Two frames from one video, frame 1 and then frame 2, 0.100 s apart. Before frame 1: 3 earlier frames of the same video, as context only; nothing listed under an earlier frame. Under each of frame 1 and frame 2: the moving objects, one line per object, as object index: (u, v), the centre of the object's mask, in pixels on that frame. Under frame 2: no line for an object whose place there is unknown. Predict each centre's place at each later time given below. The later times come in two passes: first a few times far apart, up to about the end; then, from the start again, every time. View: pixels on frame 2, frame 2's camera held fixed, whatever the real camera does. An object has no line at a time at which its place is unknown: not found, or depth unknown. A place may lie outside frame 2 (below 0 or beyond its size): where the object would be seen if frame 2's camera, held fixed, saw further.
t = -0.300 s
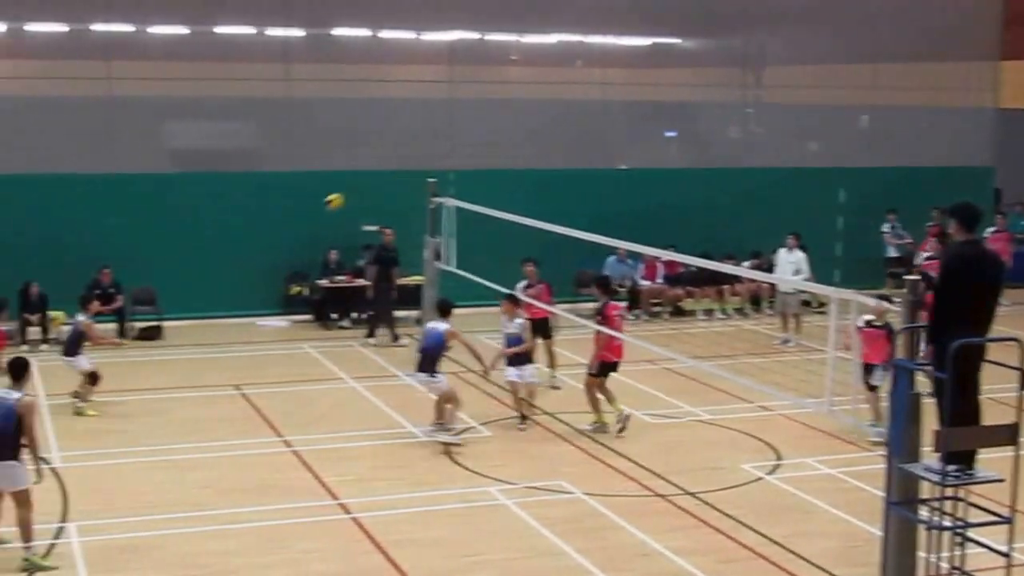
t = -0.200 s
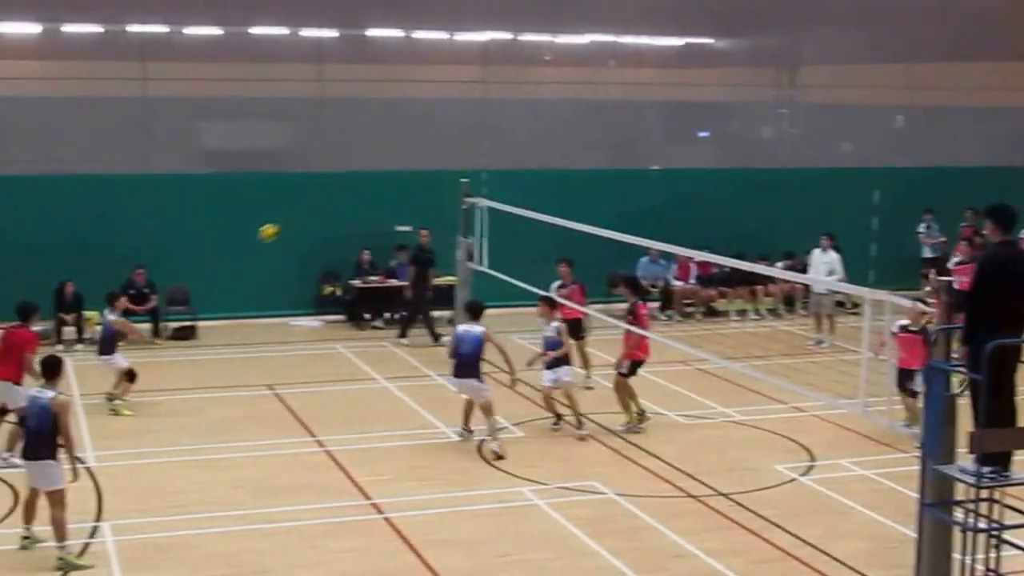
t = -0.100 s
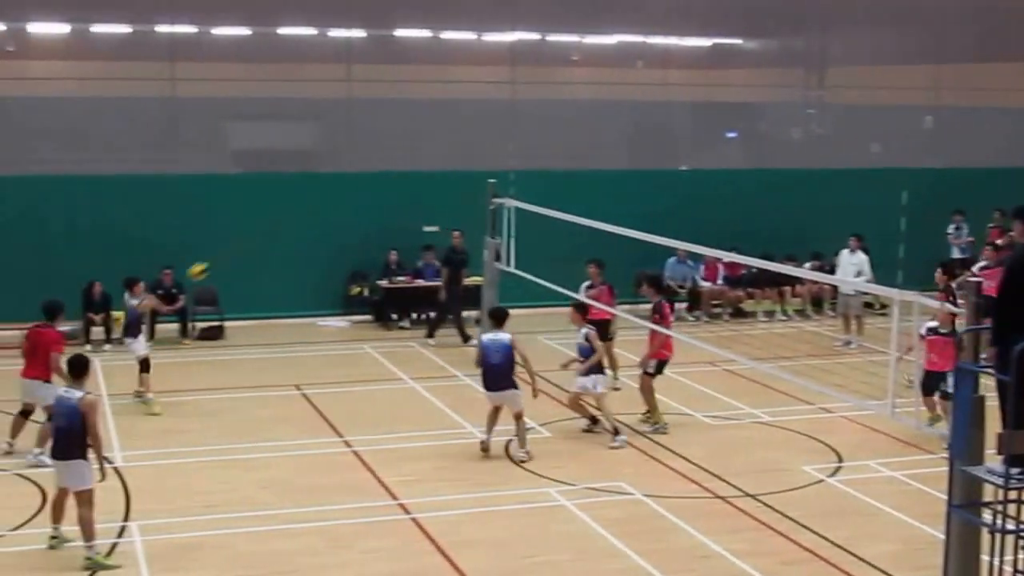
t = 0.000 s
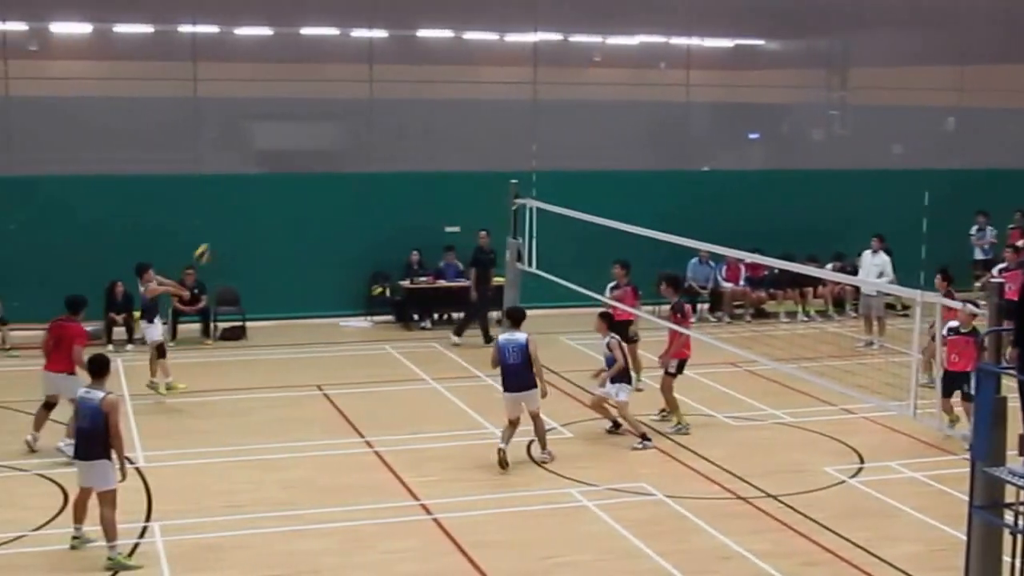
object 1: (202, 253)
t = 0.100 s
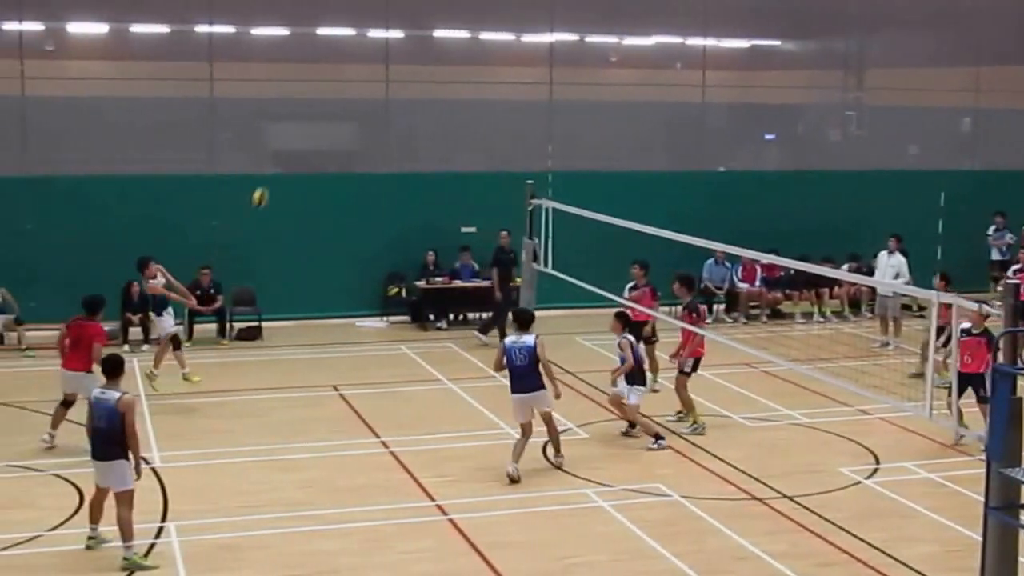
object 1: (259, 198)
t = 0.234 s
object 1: (309, 135)
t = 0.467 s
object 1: (399, 57)
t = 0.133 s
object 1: (271, 180)
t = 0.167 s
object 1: (284, 164)
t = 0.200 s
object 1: (296, 149)
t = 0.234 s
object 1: (309, 135)
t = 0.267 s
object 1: (322, 119)
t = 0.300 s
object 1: (336, 106)
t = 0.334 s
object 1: (348, 96)
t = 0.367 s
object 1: (361, 84)
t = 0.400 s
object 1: (375, 74)
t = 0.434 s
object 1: (387, 64)
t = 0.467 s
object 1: (399, 57)
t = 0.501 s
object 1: (412, 50)
